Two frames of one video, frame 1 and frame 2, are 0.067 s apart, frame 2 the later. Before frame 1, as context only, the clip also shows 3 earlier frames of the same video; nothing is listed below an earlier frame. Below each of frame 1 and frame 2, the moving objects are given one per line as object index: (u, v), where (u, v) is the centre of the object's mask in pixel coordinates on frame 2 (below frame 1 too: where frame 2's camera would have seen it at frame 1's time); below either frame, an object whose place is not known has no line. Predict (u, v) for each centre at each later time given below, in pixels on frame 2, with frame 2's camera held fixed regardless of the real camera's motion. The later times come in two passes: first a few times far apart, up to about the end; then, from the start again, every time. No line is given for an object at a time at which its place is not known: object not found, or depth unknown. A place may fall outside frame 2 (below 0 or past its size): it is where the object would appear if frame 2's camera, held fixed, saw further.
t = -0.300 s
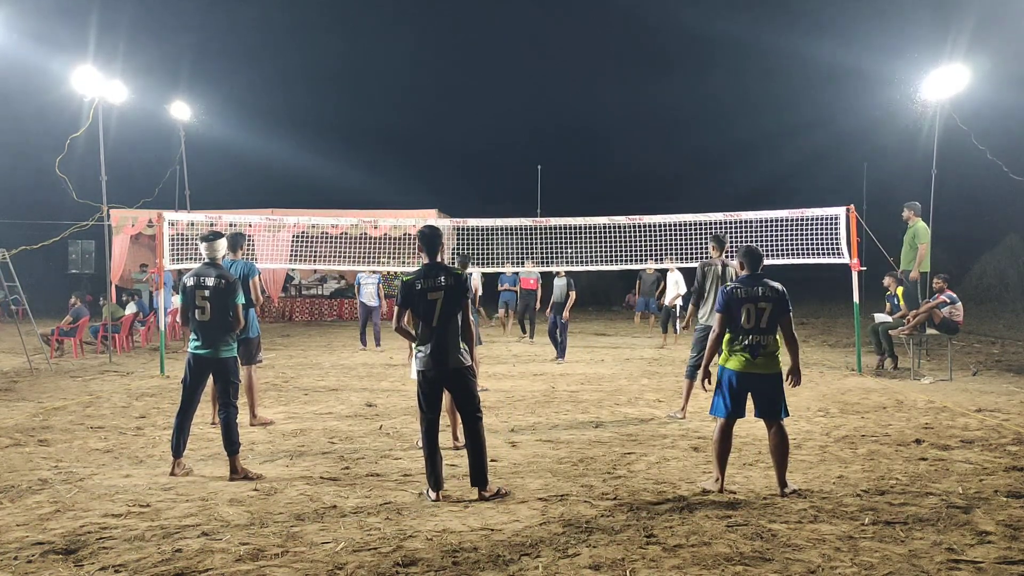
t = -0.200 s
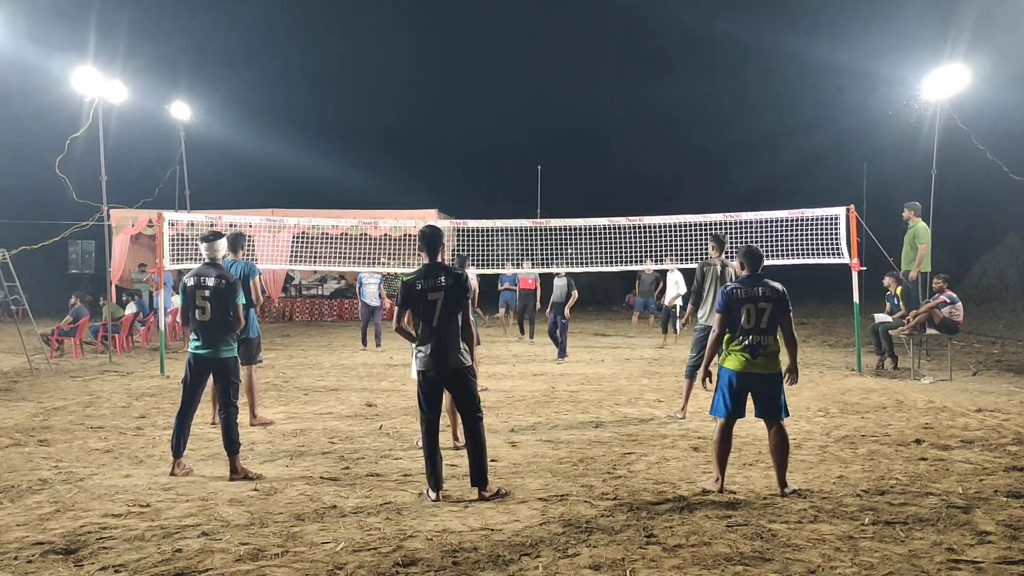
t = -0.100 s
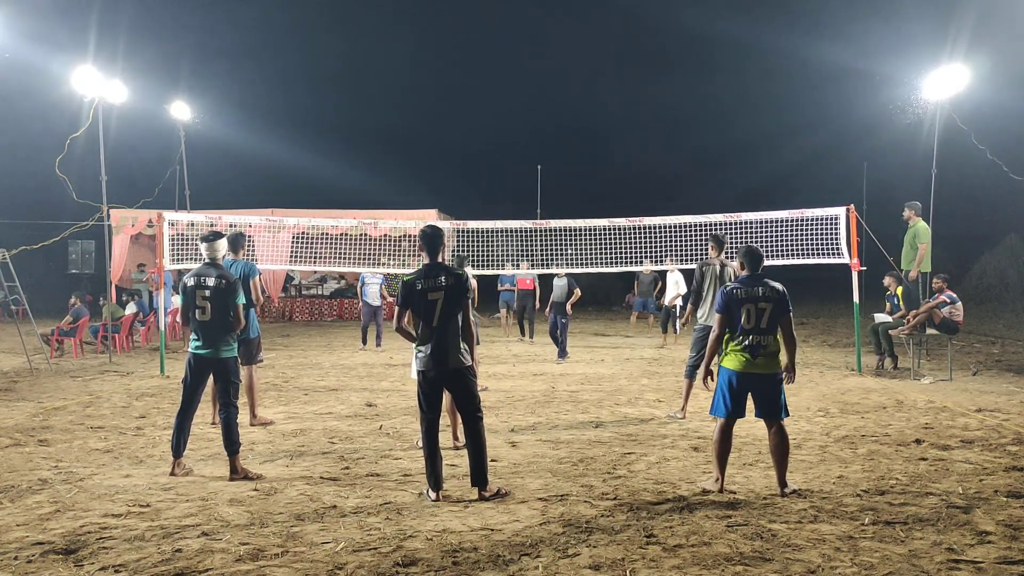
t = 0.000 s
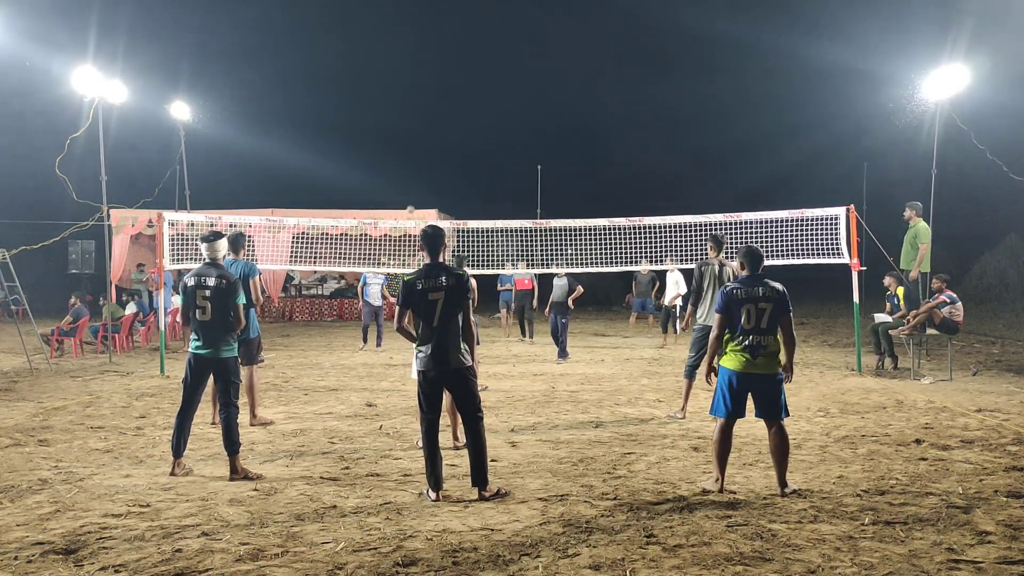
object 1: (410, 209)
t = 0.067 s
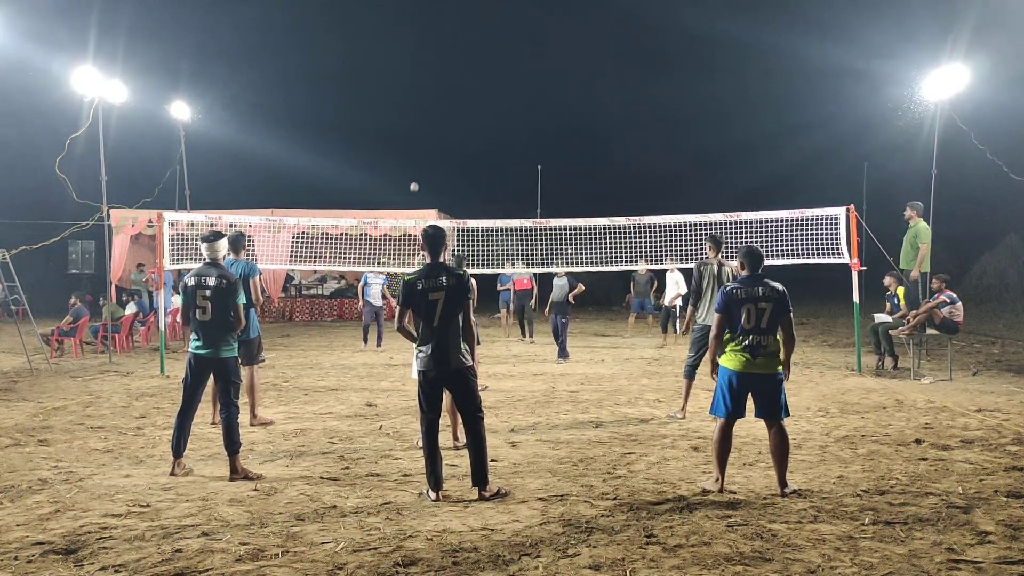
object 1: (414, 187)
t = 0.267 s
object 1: (428, 123)
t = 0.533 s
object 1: (453, 52)
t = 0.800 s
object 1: (489, 7)
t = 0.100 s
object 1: (416, 176)
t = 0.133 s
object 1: (418, 165)
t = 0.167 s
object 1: (420, 154)
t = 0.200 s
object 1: (423, 143)
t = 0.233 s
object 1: (425, 133)
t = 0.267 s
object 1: (428, 123)
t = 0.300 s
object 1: (430, 113)
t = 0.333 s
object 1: (433, 103)
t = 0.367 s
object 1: (436, 94)
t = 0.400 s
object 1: (439, 84)
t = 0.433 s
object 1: (442, 76)
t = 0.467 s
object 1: (446, 68)
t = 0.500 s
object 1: (449, 60)
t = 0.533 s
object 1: (453, 52)
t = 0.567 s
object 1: (457, 45)
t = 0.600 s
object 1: (461, 38)
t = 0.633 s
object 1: (465, 31)
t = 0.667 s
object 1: (469, 25)
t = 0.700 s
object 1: (474, 20)
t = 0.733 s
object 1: (479, 15)
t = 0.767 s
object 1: (484, 11)
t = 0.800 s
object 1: (489, 7)
